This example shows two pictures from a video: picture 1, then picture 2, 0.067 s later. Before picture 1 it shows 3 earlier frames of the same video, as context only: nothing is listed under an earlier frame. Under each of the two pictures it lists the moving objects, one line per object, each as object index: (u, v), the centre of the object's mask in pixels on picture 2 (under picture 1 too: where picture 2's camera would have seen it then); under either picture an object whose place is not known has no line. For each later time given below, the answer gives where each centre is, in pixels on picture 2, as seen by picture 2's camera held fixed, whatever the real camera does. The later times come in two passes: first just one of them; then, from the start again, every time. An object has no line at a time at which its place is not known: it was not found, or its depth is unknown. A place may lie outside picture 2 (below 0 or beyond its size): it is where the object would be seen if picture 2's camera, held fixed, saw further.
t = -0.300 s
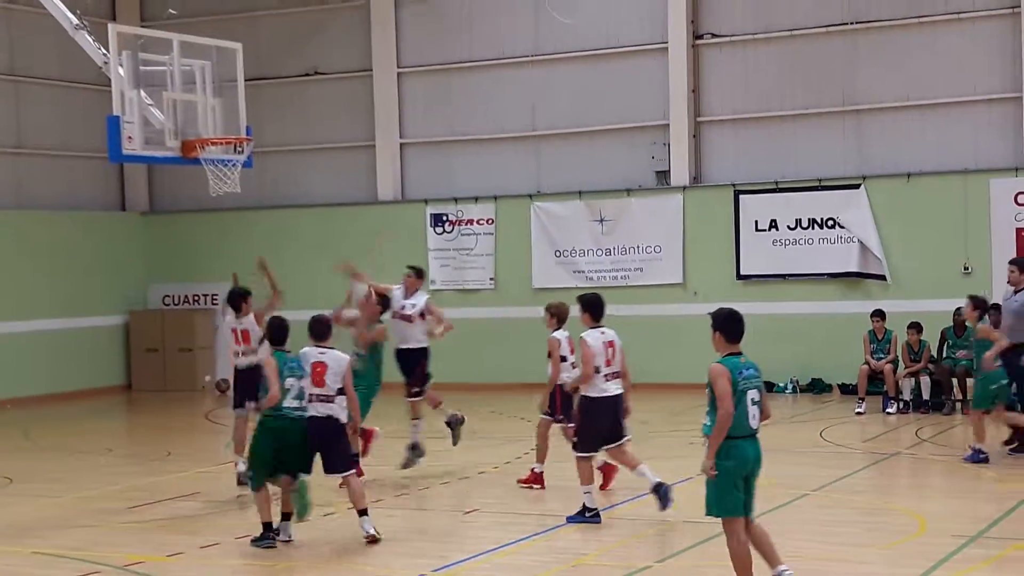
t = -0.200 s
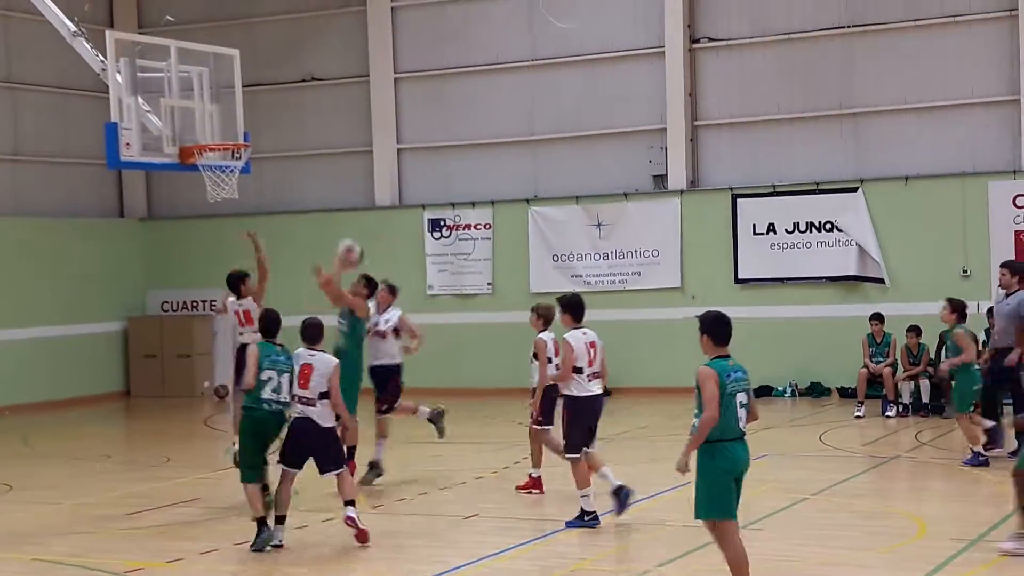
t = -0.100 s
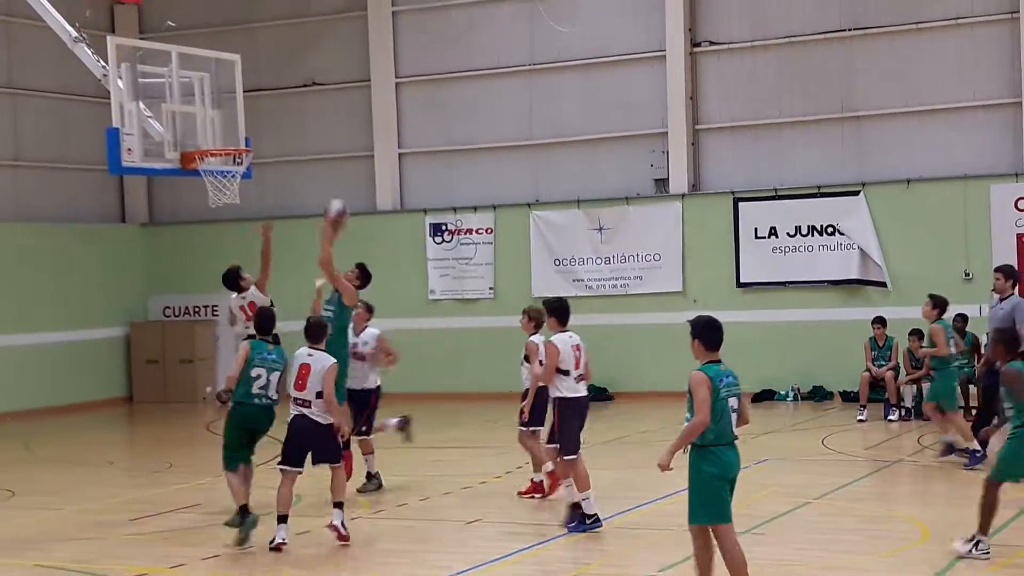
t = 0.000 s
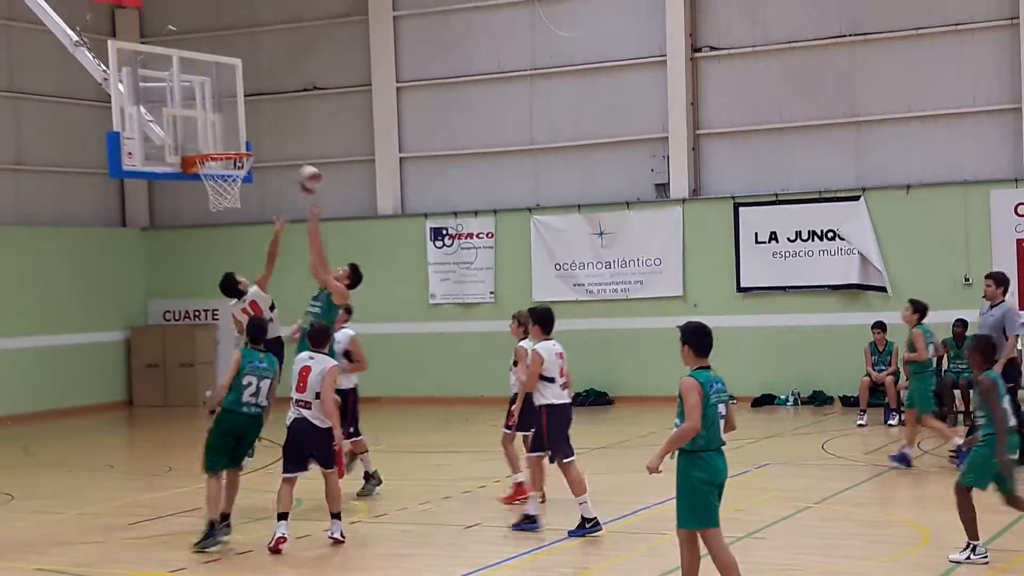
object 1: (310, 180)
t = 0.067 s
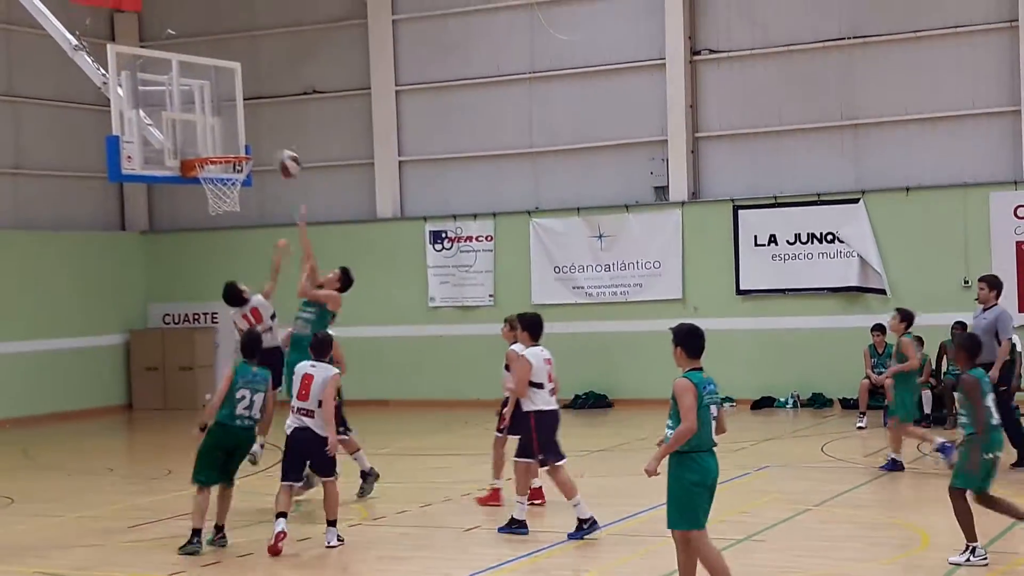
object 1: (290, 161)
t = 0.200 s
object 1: (246, 140)
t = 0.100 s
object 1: (279, 153)
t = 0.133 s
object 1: (266, 147)
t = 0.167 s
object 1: (255, 142)
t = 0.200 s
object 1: (246, 140)
